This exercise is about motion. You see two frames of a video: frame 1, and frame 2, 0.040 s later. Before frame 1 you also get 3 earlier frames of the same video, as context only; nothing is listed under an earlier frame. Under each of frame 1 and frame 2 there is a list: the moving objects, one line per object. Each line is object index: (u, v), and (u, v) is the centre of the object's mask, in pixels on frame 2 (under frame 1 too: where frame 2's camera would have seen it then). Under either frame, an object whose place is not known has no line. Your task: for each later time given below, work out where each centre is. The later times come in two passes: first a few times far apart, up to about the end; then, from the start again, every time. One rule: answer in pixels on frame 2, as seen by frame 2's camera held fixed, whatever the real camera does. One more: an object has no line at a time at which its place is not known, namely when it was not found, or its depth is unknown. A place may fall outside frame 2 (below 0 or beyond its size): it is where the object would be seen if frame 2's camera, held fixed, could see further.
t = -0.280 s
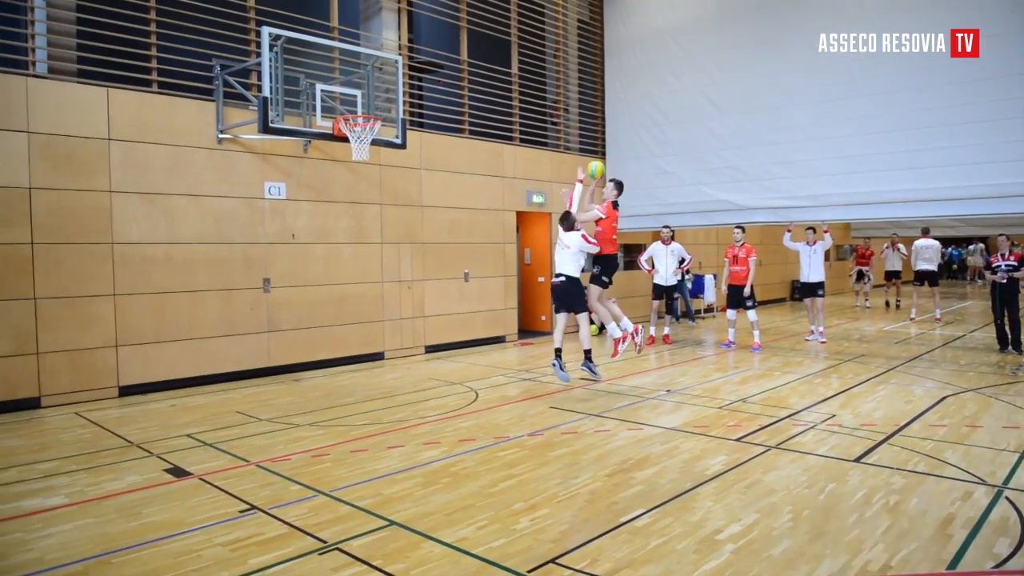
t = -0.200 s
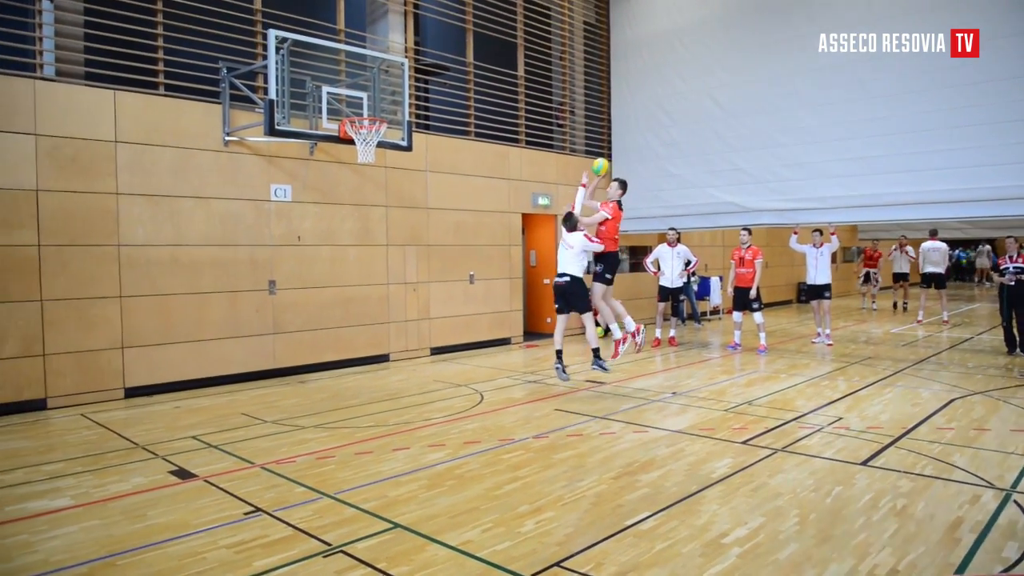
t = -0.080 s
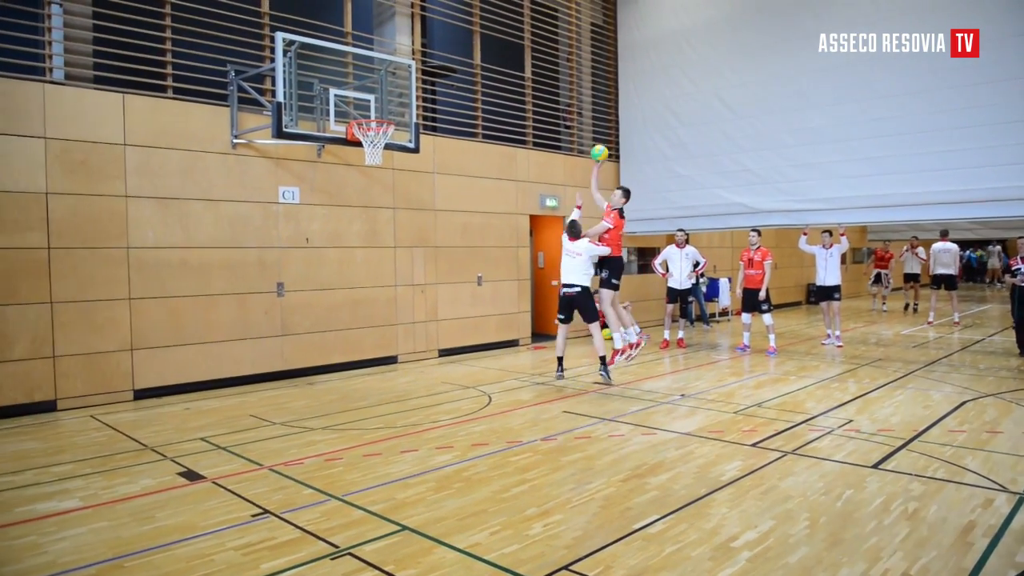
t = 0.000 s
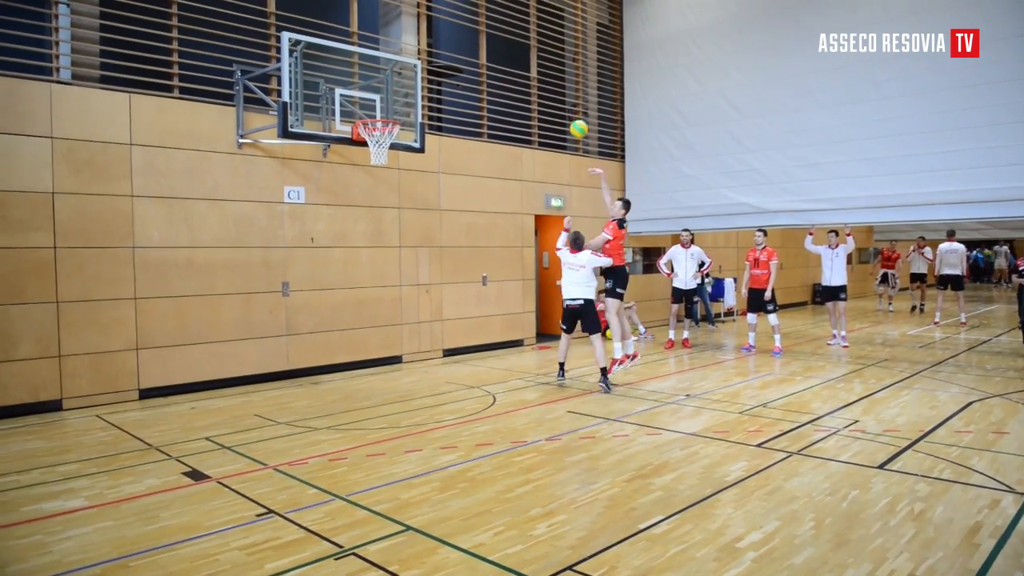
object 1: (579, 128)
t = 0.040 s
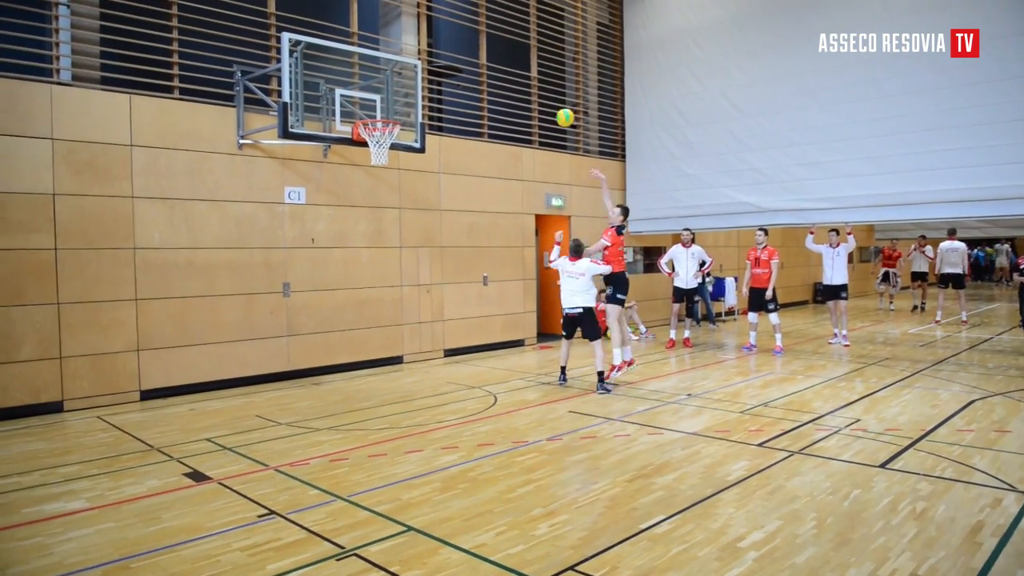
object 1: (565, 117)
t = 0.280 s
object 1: (481, 80)
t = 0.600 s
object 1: (389, 96)
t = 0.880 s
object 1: (373, 141)
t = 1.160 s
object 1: (377, 141)
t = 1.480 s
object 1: (383, 173)
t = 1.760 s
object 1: (379, 268)
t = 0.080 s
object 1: (551, 108)
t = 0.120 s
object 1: (537, 99)
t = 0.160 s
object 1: (523, 93)
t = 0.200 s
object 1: (509, 87)
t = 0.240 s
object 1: (495, 83)
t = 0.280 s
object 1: (481, 80)
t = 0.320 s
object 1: (467, 77)
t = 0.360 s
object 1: (453, 77)
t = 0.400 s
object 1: (439, 78)
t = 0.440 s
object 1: (426, 80)
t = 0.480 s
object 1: (412, 83)
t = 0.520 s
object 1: (398, 88)
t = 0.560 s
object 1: (390, 92)
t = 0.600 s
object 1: (389, 96)
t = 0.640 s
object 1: (388, 100)
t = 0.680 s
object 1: (387, 107)
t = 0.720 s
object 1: (386, 112)
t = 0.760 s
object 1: (384, 122)
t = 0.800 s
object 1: (380, 128)
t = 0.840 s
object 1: (375, 137)
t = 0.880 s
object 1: (373, 141)
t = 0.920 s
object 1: (371, 141)
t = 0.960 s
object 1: (371, 139)
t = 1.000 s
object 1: (371, 137)
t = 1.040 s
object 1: (372, 138)
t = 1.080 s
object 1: (374, 139)
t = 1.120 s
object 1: (376, 141)
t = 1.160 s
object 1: (377, 141)
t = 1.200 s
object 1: (379, 142)
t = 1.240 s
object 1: (381, 145)
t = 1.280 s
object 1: (382, 148)
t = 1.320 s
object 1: (383, 151)
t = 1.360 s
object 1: (383, 155)
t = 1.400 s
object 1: (383, 160)
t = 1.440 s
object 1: (383, 166)
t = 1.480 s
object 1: (383, 173)
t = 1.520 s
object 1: (383, 182)
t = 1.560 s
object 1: (382, 193)
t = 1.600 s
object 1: (381, 205)
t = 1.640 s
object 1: (381, 218)
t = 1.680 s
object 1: (380, 233)
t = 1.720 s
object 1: (380, 250)
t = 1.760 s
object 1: (379, 268)
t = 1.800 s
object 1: (379, 287)
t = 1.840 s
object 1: (379, 308)
